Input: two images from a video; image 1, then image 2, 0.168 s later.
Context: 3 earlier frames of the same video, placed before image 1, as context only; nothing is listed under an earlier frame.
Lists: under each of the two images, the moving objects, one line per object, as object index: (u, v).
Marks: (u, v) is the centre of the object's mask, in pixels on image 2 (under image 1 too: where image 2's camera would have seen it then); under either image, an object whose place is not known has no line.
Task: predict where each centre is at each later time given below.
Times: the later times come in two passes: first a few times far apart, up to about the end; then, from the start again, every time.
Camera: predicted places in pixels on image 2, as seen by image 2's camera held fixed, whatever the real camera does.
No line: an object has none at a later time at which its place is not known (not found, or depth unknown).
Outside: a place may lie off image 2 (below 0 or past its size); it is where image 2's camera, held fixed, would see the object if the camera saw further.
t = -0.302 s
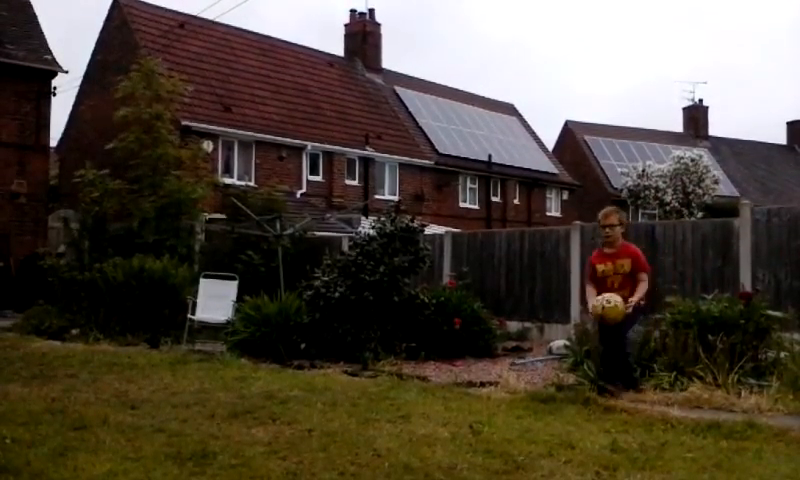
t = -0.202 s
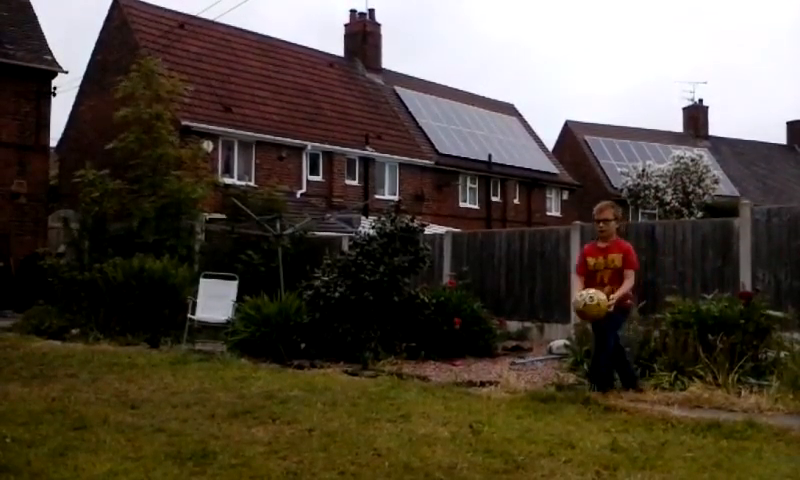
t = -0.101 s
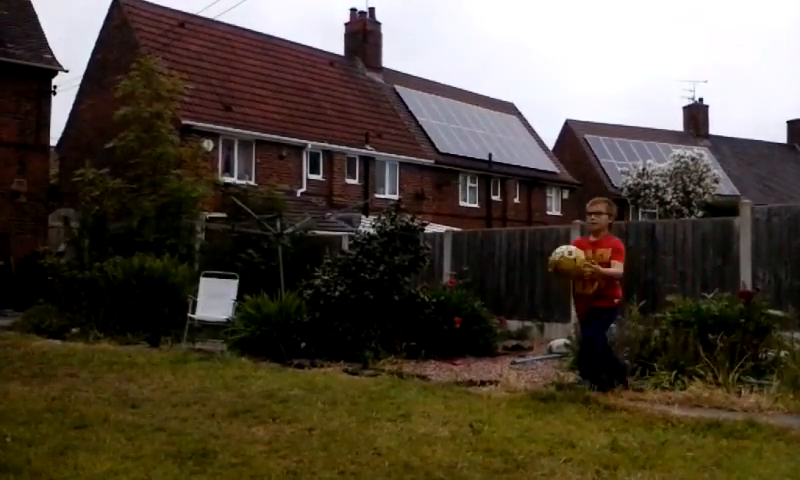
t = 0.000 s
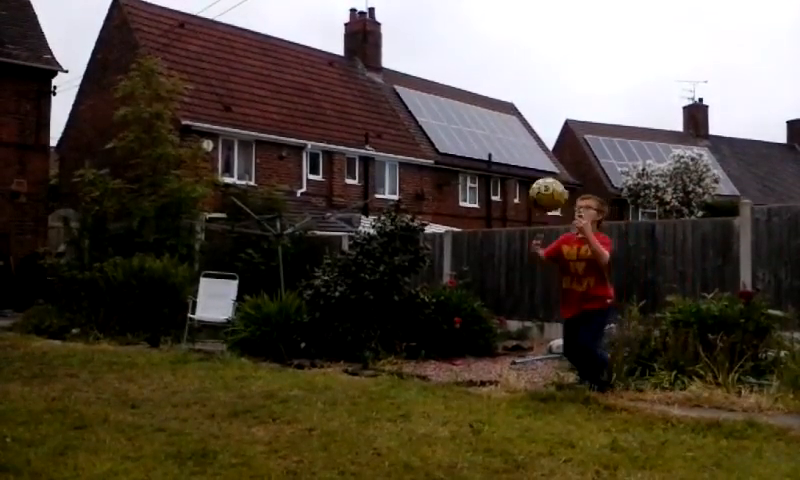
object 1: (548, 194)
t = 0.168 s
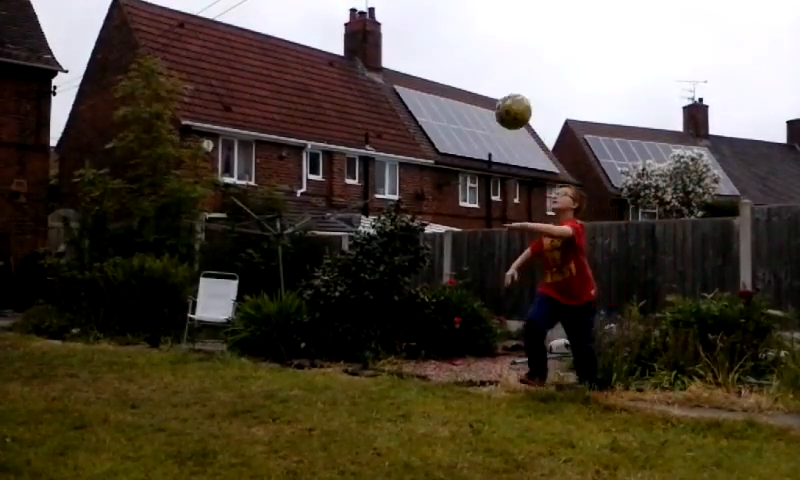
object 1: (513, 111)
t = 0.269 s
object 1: (492, 81)
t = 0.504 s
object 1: (439, 75)
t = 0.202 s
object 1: (506, 99)
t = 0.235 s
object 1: (499, 89)
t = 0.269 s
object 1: (492, 81)
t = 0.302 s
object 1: (484, 74)
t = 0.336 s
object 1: (477, 70)
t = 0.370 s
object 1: (470, 67)
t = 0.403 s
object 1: (462, 65)
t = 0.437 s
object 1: (455, 67)
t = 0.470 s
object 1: (447, 70)
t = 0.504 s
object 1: (439, 75)
